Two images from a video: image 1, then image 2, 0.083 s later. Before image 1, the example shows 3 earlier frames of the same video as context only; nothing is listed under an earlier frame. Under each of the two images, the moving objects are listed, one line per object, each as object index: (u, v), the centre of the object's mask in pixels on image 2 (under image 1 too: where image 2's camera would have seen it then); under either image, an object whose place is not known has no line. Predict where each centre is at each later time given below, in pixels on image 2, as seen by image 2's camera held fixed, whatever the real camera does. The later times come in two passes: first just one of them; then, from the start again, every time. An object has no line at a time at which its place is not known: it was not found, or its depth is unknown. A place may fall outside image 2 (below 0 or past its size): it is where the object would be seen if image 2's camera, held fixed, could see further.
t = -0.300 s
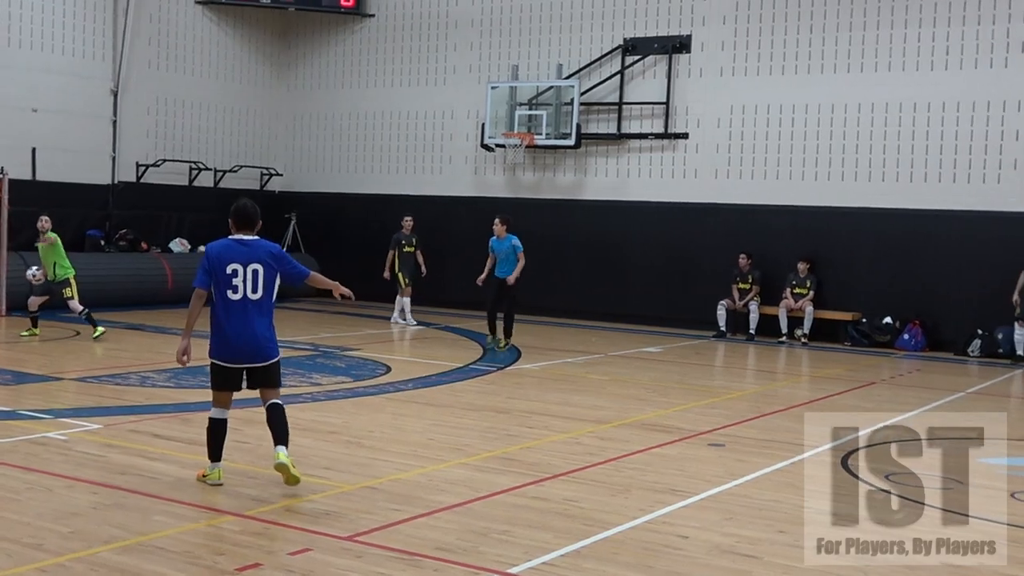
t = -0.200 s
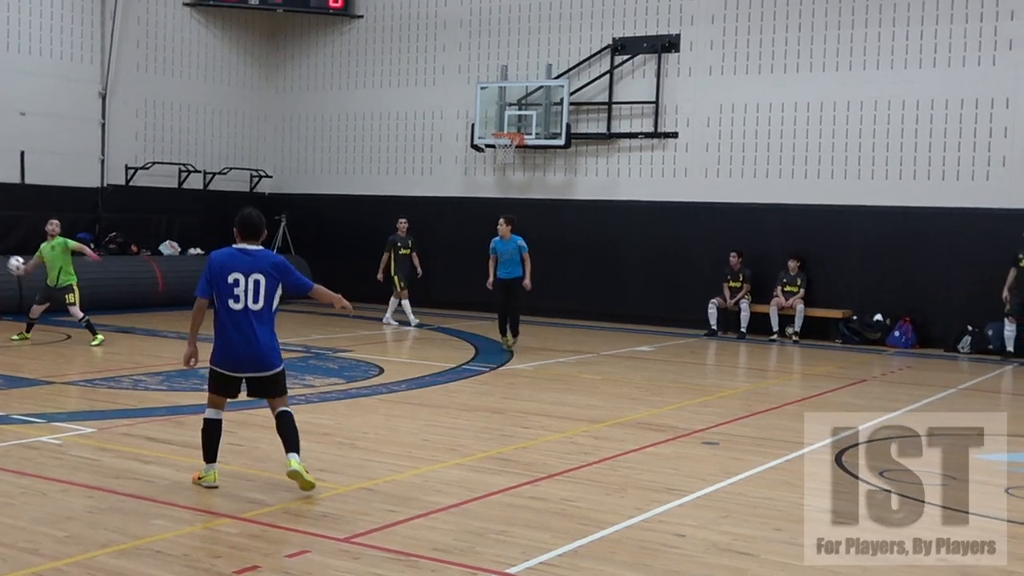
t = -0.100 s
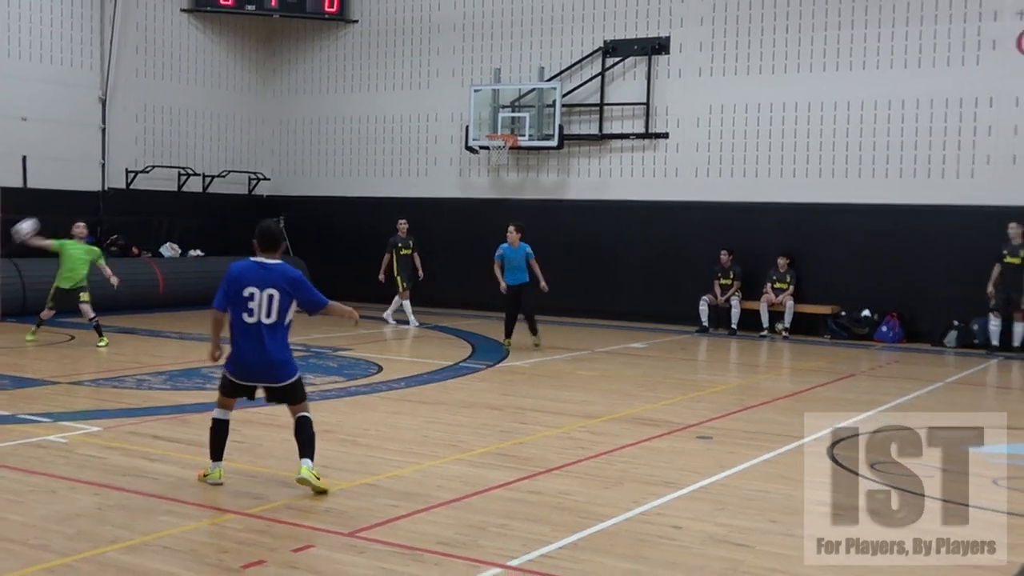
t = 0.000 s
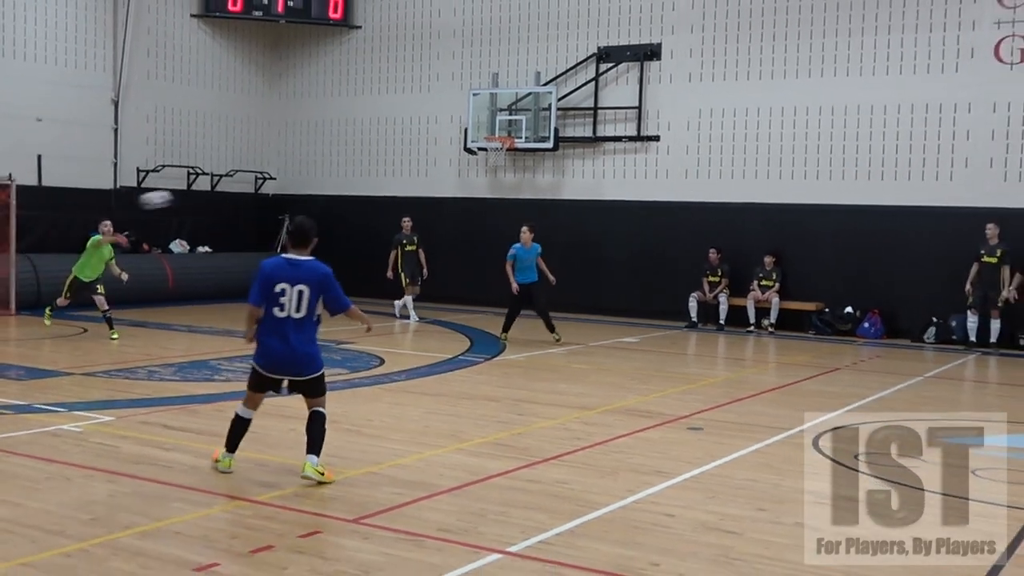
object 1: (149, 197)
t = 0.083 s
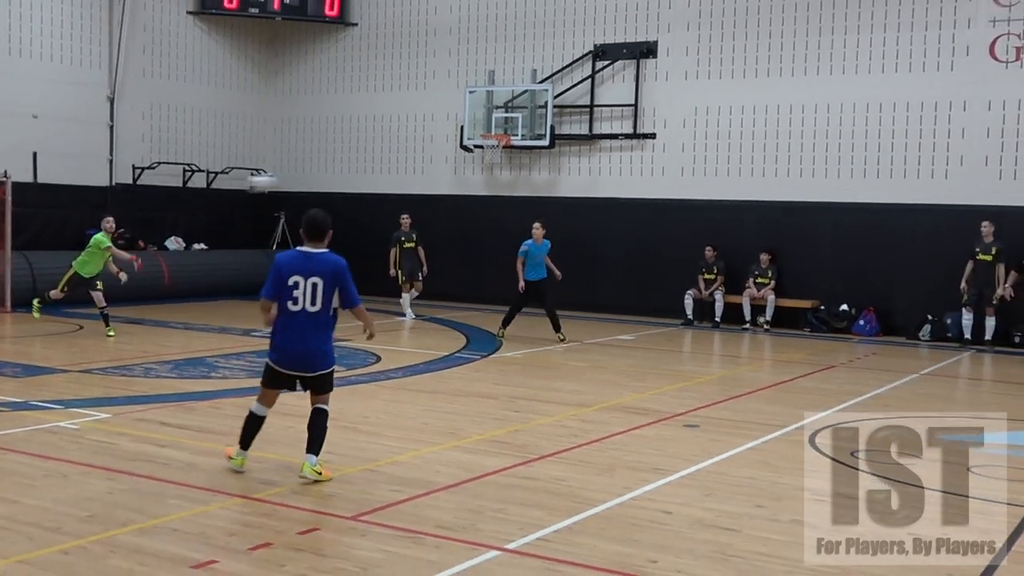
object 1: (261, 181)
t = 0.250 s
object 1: (490, 166)
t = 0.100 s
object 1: (283, 178)
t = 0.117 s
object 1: (305, 174)
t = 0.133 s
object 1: (330, 174)
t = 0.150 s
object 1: (352, 172)
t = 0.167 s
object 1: (373, 171)
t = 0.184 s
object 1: (397, 171)
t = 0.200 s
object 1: (421, 168)
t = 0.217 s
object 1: (443, 168)
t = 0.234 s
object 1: (466, 168)
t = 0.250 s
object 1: (490, 166)
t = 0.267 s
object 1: (515, 167)
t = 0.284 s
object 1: (537, 167)
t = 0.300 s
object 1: (560, 167)
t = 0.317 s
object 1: (585, 169)
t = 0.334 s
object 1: (611, 170)
